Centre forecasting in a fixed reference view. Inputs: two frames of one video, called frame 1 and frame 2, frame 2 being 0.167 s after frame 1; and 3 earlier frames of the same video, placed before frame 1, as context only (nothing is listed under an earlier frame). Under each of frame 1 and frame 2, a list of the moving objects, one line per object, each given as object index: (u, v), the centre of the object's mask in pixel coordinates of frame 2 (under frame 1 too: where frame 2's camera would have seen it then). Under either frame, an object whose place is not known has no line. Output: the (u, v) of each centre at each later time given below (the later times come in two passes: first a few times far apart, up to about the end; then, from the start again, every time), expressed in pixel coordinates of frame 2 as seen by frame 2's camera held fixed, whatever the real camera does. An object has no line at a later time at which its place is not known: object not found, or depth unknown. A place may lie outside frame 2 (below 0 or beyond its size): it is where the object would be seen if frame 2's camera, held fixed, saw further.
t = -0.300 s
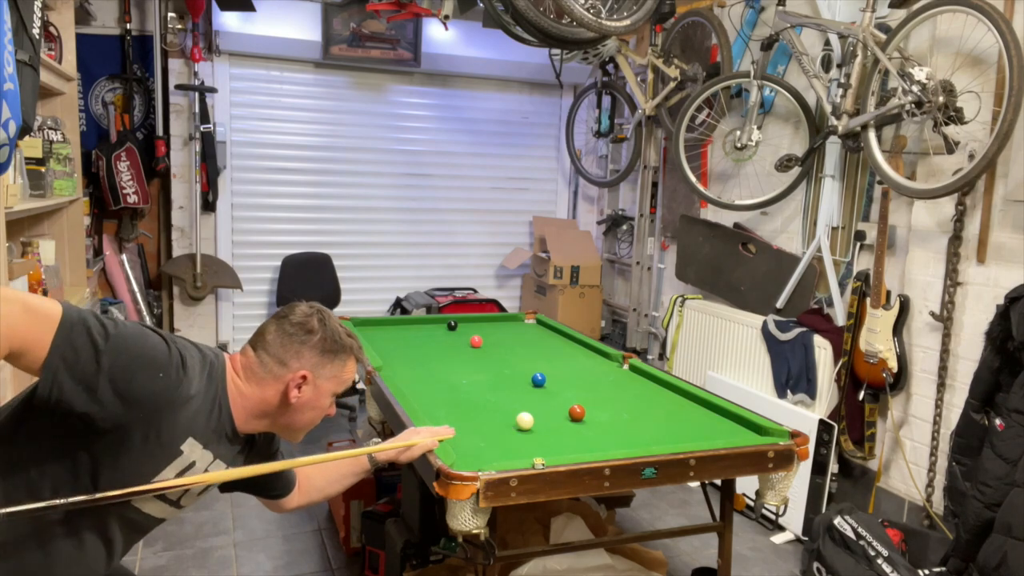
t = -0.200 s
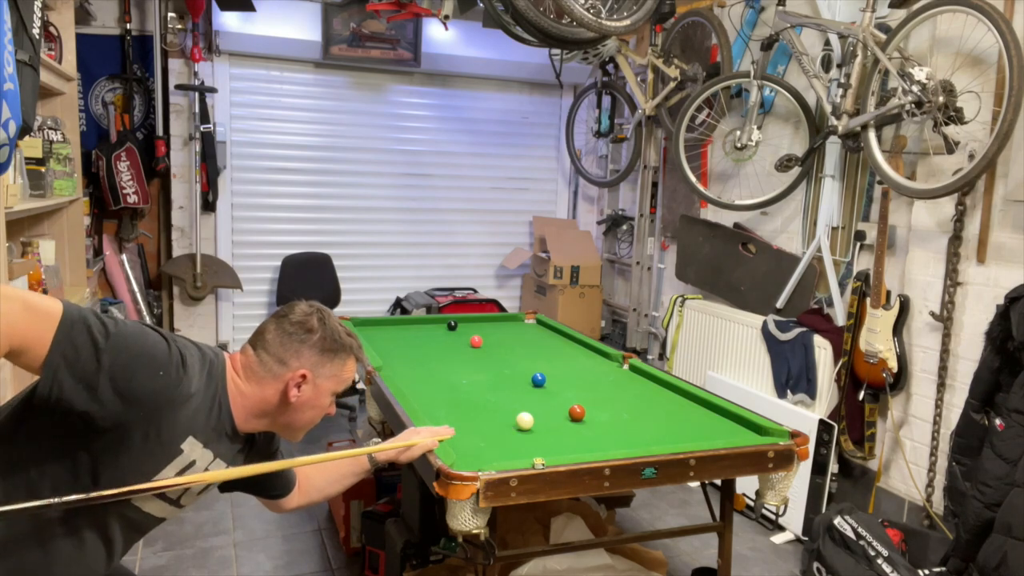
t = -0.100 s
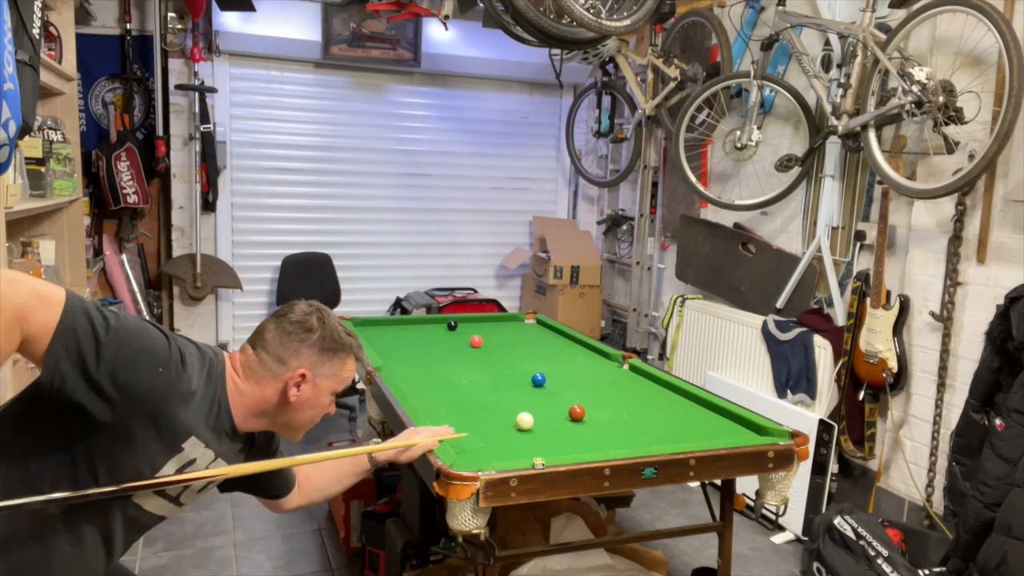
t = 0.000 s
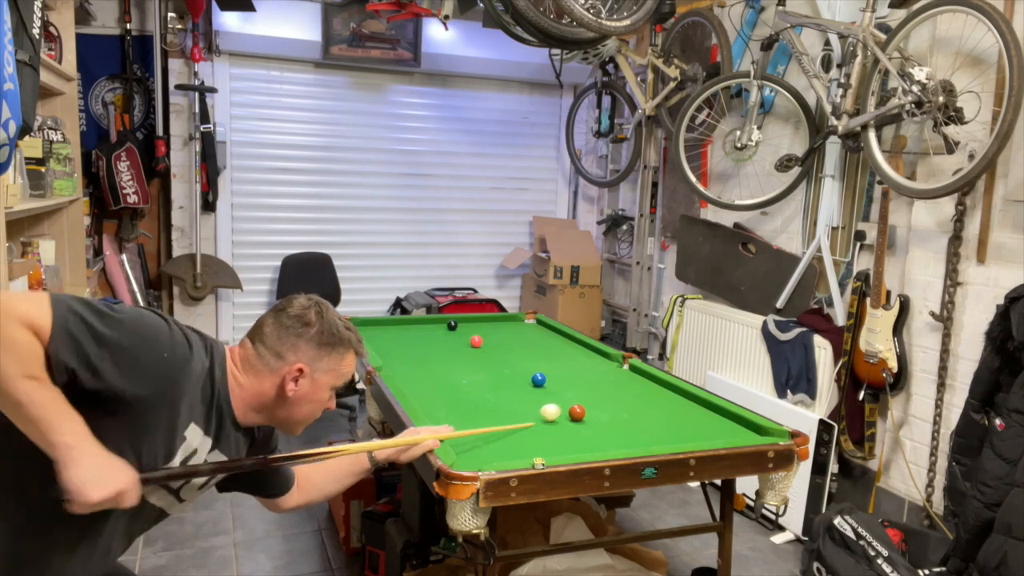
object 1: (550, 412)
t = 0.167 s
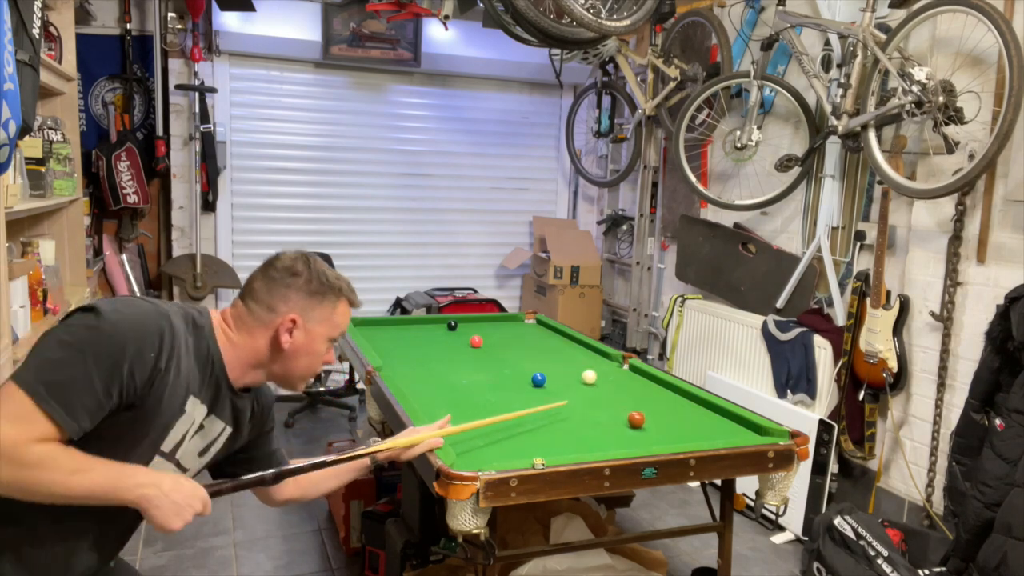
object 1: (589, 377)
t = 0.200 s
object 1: (593, 371)
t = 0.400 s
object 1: (582, 352)
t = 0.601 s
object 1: (530, 344)
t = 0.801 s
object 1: (484, 336)
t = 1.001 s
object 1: (440, 330)
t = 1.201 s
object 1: (401, 325)
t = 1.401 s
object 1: (368, 323)
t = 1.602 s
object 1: (366, 328)
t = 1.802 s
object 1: (386, 332)
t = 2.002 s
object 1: (406, 336)
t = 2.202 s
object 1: (425, 339)
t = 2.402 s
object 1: (444, 343)
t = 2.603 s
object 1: (462, 347)
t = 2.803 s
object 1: (481, 352)
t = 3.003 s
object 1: (499, 355)
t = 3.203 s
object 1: (517, 359)
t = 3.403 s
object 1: (533, 362)
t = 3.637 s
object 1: (553, 367)
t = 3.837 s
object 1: (569, 370)
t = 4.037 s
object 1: (584, 373)
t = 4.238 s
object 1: (599, 377)
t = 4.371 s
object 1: (608, 378)
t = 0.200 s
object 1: (593, 371)
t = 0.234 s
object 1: (596, 366)
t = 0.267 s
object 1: (600, 362)
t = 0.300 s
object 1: (602, 358)
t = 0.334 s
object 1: (602, 355)
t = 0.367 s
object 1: (592, 353)
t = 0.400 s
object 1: (582, 352)
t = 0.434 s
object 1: (572, 350)
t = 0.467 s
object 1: (564, 349)
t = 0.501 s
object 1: (555, 347)
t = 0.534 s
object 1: (546, 346)
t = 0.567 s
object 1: (538, 345)
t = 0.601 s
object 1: (530, 344)
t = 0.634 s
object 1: (522, 342)
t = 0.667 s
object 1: (514, 341)
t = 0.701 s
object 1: (506, 340)
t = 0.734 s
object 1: (498, 339)
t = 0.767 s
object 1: (491, 338)
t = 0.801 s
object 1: (484, 336)
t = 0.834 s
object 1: (475, 333)
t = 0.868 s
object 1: (468, 334)
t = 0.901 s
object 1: (461, 334)
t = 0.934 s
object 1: (454, 333)
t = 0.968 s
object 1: (447, 332)
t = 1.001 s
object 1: (440, 330)
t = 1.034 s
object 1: (433, 329)
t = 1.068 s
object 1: (426, 328)
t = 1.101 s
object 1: (420, 328)
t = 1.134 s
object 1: (414, 327)
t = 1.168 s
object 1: (407, 326)
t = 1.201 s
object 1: (401, 325)
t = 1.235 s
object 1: (394, 324)
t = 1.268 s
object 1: (389, 323)
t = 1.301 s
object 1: (382, 322)
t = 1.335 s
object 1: (376, 322)
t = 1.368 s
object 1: (372, 323)
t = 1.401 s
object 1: (368, 323)
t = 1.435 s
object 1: (363, 324)
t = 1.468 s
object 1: (359, 325)
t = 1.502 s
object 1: (357, 325)
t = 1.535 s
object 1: (360, 326)
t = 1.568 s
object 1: (363, 327)
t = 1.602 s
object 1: (366, 328)
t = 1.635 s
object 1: (370, 328)
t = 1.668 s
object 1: (373, 329)
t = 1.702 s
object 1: (376, 330)
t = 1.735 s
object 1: (379, 330)
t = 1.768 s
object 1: (383, 331)
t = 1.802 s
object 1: (386, 332)
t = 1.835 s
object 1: (389, 333)
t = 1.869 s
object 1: (392, 333)
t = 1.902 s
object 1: (396, 334)
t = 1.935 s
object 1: (399, 334)
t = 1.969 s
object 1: (402, 335)
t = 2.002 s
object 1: (406, 336)
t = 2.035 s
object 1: (409, 336)
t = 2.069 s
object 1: (412, 337)
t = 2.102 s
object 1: (415, 338)
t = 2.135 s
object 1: (418, 338)
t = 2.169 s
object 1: (422, 339)
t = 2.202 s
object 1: (425, 339)
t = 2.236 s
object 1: (428, 340)
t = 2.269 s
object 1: (431, 341)
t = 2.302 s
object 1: (434, 342)
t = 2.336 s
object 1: (437, 342)
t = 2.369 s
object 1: (441, 343)
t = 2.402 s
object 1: (444, 343)
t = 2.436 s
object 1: (447, 344)
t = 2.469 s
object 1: (450, 345)
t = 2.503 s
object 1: (453, 345)
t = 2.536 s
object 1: (456, 346)
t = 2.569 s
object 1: (459, 347)
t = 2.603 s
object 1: (462, 347)
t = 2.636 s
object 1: (466, 348)
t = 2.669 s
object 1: (469, 349)
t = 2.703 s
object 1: (472, 349)
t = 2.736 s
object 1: (475, 350)
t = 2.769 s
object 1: (478, 351)
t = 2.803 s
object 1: (481, 352)
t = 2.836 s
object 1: (484, 352)
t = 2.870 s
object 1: (487, 352)
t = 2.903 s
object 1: (490, 353)
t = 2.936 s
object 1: (493, 354)
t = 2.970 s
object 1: (496, 355)
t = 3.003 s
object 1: (499, 355)
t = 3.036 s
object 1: (502, 356)
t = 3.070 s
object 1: (505, 356)
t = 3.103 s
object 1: (508, 357)
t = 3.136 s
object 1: (511, 358)
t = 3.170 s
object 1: (514, 358)
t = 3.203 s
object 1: (517, 359)
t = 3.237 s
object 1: (519, 360)
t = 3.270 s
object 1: (522, 360)
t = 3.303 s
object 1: (525, 361)
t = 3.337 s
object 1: (528, 361)
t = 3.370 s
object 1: (531, 362)
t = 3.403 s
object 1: (533, 362)
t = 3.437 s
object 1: (536, 363)
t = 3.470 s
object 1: (539, 364)
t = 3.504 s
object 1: (542, 364)
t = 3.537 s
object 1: (545, 365)
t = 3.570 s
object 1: (547, 366)
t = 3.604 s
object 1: (550, 366)
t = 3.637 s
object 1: (553, 367)
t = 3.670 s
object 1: (556, 367)
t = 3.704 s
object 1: (558, 368)
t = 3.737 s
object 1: (561, 368)
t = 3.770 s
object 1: (563, 369)
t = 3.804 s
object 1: (566, 370)
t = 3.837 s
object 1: (569, 370)
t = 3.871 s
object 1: (571, 371)
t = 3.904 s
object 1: (574, 371)
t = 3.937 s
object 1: (576, 372)
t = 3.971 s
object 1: (579, 372)
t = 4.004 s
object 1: (582, 373)
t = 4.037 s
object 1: (584, 373)
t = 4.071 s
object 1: (587, 374)
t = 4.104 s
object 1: (589, 374)
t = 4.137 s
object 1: (591, 375)
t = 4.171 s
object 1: (594, 375)
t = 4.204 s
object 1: (596, 376)
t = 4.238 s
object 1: (599, 377)
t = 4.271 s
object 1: (601, 377)
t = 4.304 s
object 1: (604, 377)
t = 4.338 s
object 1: (605, 378)
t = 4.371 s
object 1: (608, 378)
